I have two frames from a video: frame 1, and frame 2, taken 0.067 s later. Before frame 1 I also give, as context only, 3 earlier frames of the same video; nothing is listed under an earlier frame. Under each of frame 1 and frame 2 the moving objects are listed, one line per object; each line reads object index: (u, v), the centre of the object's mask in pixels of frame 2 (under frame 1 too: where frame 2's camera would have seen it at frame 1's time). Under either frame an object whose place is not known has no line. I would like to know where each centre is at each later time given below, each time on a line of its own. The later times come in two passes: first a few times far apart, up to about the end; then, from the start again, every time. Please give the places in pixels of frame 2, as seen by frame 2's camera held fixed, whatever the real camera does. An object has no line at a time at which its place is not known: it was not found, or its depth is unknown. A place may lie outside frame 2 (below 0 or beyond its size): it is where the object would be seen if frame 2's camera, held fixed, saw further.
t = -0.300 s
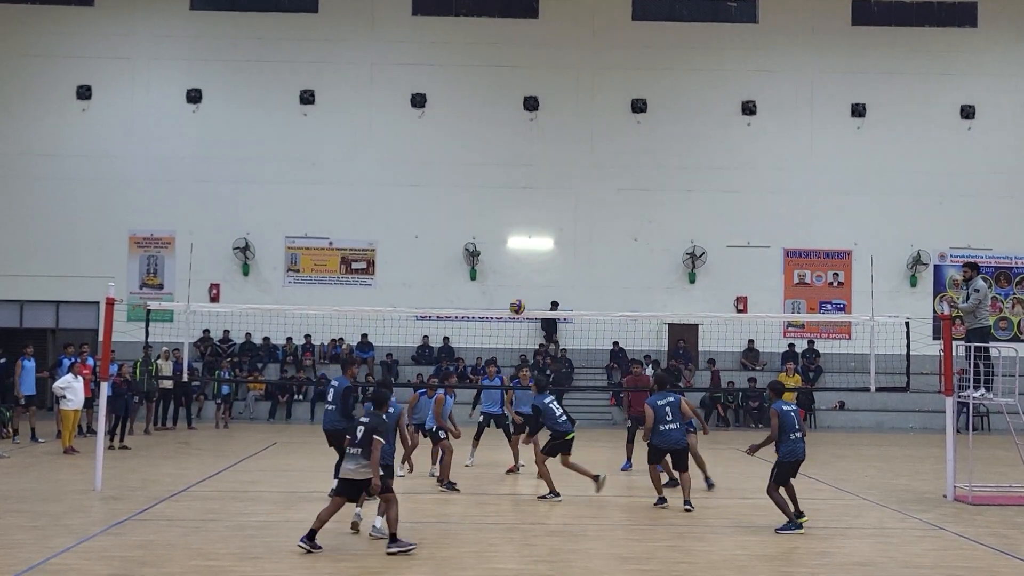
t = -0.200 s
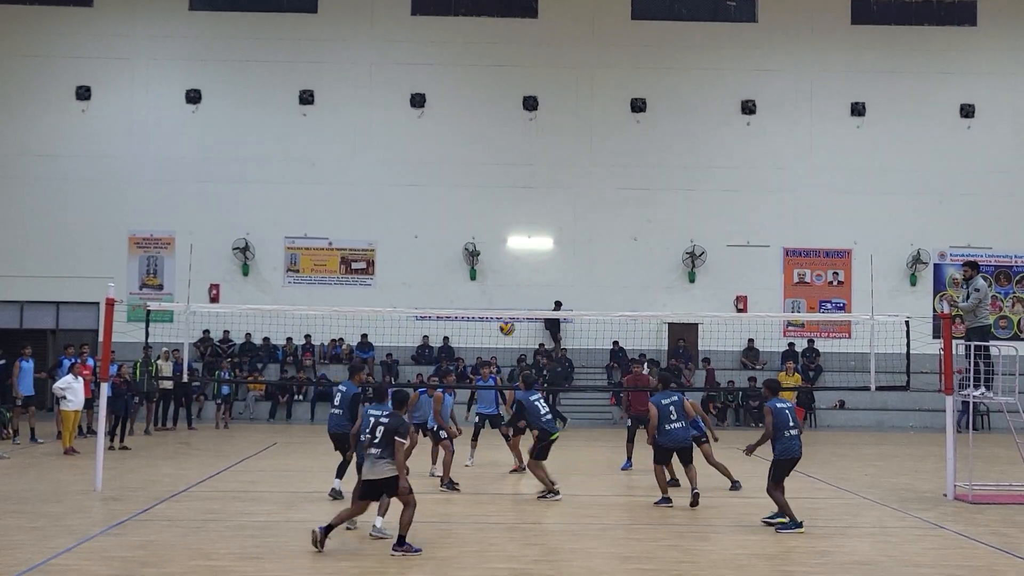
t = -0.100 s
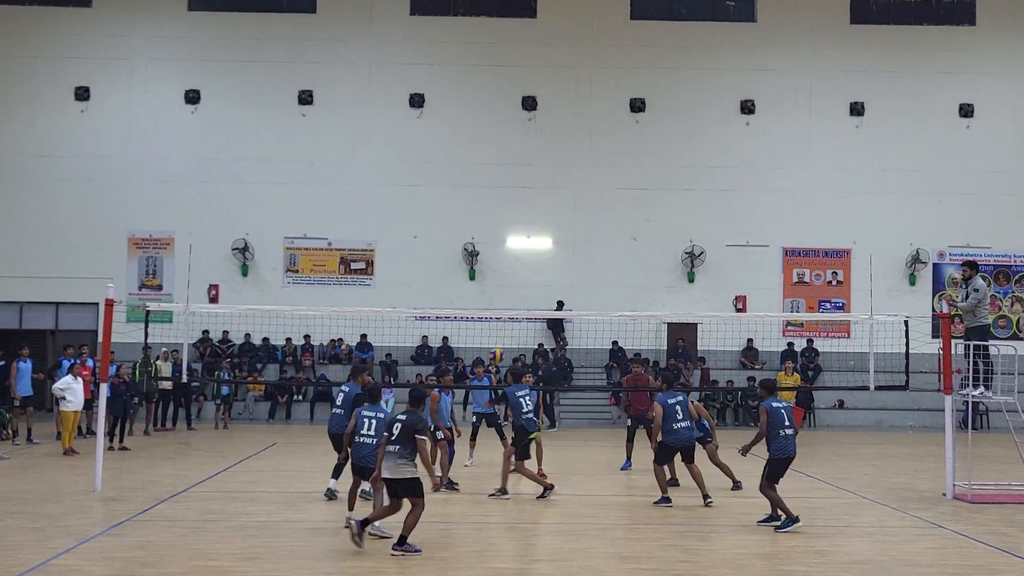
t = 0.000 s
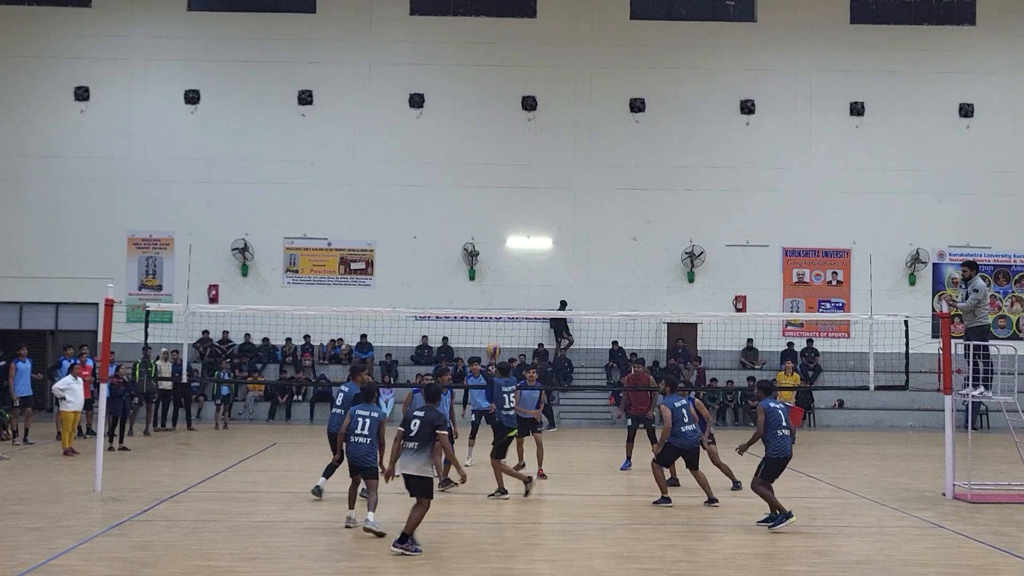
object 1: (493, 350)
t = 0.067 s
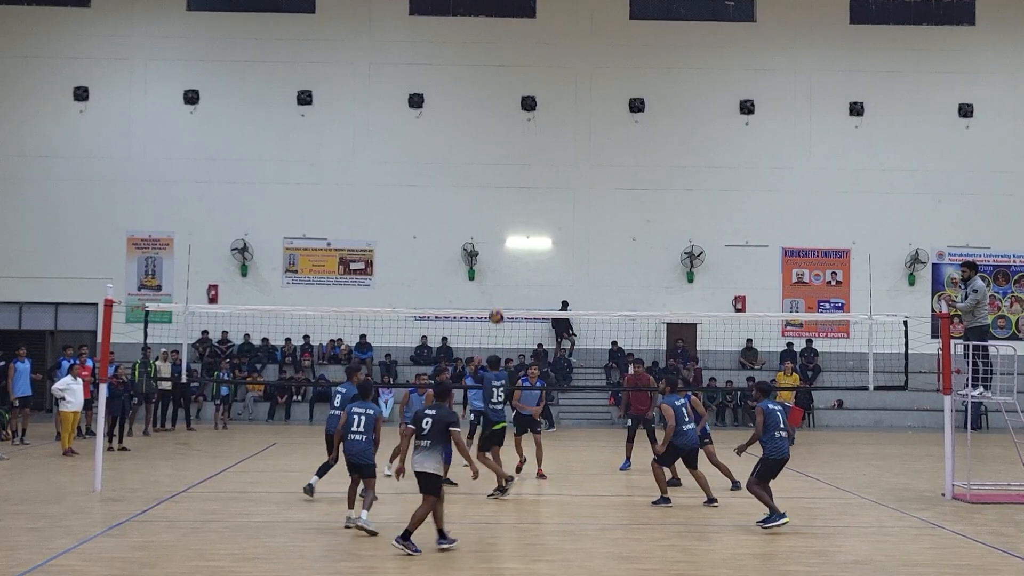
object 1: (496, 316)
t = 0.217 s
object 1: (504, 251)
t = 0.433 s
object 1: (516, 187)
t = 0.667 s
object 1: (527, 158)
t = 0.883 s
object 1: (537, 169)
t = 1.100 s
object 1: (546, 215)
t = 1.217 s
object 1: (550, 255)
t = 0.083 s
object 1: (497, 308)
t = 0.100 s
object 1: (498, 300)
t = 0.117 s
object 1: (499, 293)
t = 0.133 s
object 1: (500, 285)
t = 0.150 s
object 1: (501, 278)
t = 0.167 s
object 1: (502, 271)
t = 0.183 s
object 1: (503, 264)
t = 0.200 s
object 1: (504, 257)
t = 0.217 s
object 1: (504, 251)
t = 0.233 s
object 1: (505, 245)
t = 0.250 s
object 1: (506, 238)
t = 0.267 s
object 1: (507, 232)
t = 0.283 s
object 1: (508, 227)
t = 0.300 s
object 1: (509, 222)
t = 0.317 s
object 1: (510, 217)
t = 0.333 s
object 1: (511, 212)
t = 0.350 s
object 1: (512, 207)
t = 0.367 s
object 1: (512, 202)
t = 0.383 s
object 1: (513, 198)
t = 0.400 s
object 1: (514, 194)
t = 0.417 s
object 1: (515, 191)
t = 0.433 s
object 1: (516, 187)
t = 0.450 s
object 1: (517, 184)
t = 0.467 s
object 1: (517, 181)
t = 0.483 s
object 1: (518, 178)
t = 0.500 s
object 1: (519, 175)
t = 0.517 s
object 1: (520, 172)
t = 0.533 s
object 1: (521, 170)
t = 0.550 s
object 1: (522, 168)
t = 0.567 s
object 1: (522, 166)
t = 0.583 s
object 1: (523, 164)
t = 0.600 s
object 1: (524, 162)
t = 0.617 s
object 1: (525, 161)
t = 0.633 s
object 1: (526, 160)
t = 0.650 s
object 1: (526, 159)
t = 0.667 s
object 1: (527, 158)
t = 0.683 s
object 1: (528, 158)
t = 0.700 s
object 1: (528, 158)
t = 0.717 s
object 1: (529, 158)
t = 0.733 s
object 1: (530, 158)
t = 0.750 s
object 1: (531, 158)
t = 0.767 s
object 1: (531, 159)
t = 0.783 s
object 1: (532, 160)
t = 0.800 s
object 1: (533, 160)
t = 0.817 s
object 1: (534, 162)
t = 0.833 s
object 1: (535, 163)
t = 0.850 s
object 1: (536, 165)
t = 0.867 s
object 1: (536, 167)
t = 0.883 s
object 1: (537, 169)
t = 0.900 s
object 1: (538, 171)
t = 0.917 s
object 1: (539, 174)
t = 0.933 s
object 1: (539, 176)
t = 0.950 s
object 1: (540, 179)
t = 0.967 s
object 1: (541, 182)
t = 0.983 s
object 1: (541, 186)
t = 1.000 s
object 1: (542, 189)
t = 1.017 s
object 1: (543, 193)
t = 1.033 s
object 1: (543, 197)
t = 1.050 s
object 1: (544, 201)
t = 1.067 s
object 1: (545, 206)
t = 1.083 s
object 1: (545, 210)
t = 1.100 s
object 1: (546, 215)
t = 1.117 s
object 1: (547, 220)
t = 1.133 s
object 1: (547, 225)
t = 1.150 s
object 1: (548, 230)
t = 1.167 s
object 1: (549, 236)
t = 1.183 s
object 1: (550, 242)
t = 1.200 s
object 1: (550, 249)
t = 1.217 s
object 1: (550, 255)
